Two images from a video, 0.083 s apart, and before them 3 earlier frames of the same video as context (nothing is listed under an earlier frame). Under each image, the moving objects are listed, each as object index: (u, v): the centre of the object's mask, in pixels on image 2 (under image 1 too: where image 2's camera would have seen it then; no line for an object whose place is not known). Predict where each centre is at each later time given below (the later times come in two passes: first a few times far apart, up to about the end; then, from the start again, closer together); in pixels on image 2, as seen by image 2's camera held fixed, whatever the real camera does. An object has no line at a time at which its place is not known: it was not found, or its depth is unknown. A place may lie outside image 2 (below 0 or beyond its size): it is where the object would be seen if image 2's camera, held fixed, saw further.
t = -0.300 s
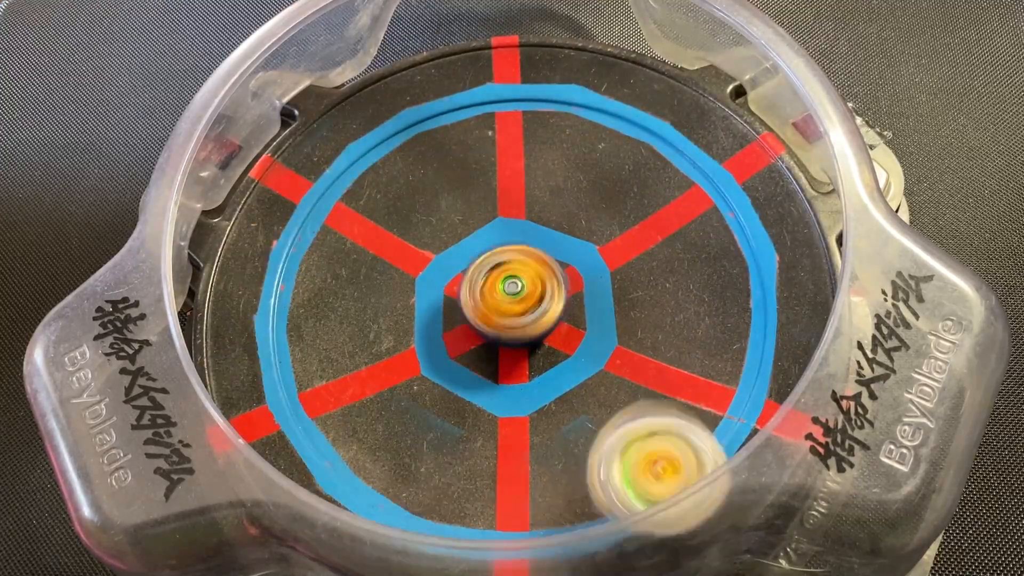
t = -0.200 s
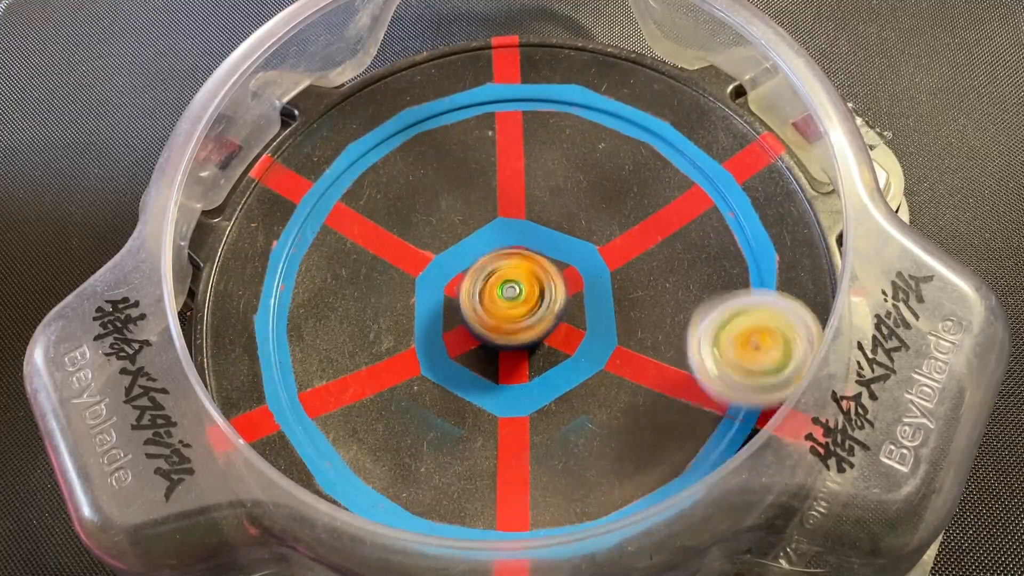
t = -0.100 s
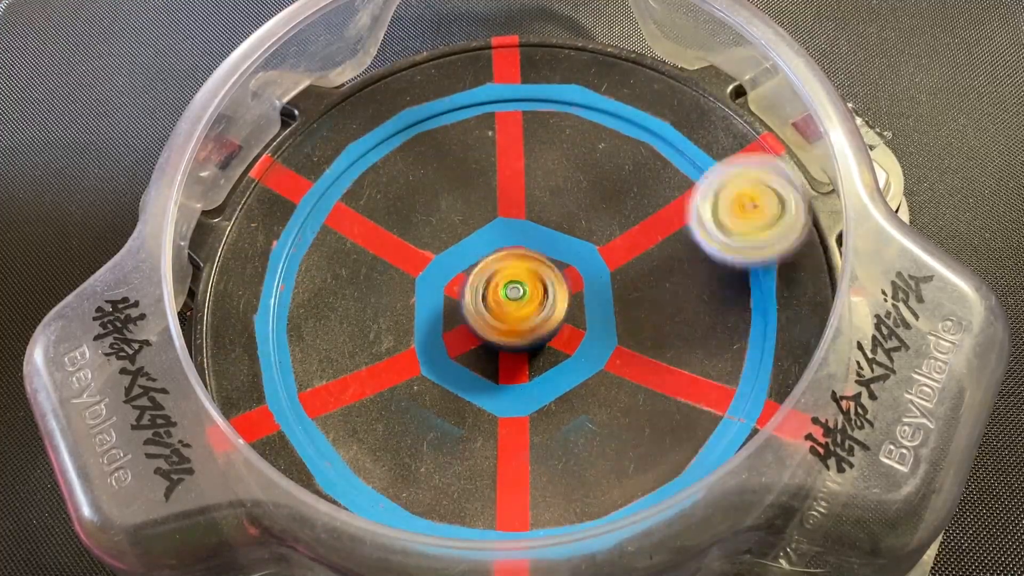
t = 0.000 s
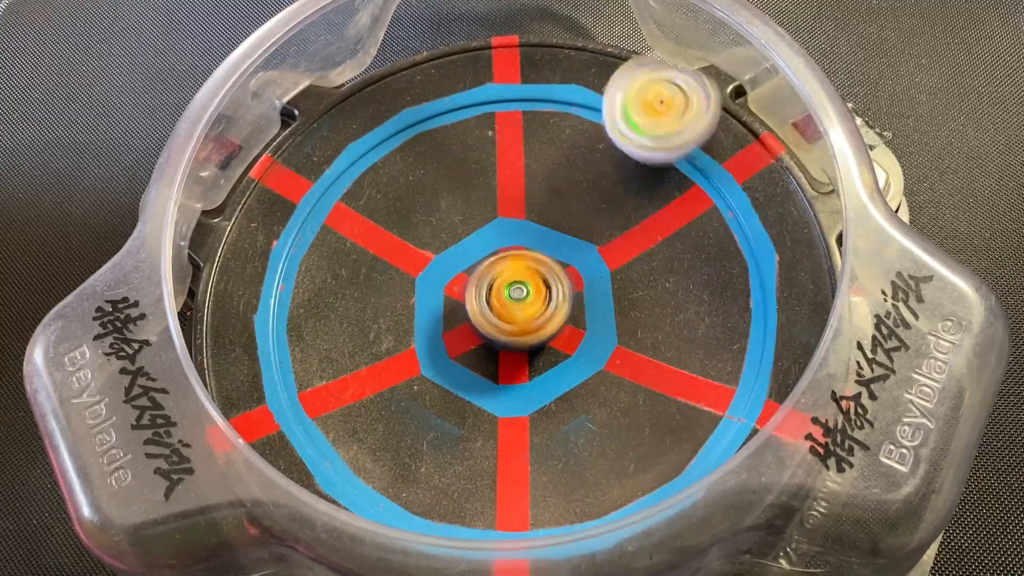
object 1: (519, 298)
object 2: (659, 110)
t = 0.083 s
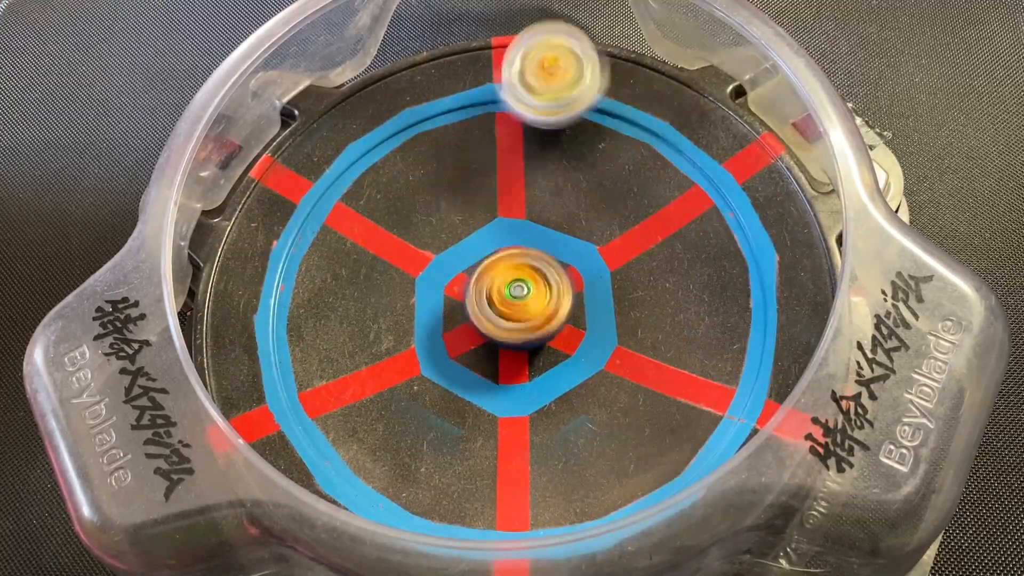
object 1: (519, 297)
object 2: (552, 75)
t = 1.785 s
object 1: (508, 295)
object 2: (705, 416)
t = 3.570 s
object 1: (509, 297)
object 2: (335, 415)
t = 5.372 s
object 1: (509, 296)
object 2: (422, 146)
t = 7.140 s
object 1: (508, 294)
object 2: (661, 298)
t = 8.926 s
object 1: (540, 320)
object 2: (356, 299)
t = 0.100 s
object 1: (518, 296)
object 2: (528, 72)
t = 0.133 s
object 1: (518, 295)
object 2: (481, 75)
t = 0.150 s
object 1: (517, 295)
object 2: (461, 80)
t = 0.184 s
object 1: (517, 294)
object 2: (417, 95)
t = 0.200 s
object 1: (517, 294)
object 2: (394, 105)
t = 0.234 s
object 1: (516, 293)
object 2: (356, 129)
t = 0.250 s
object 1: (516, 293)
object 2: (341, 142)
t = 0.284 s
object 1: (515, 293)
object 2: (313, 174)
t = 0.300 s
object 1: (513, 292)
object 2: (300, 194)
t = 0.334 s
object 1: (512, 292)
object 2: (282, 235)
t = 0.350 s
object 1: (511, 293)
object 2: (273, 253)
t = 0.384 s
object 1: (510, 293)
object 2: (268, 299)
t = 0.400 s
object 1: (510, 294)
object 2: (271, 320)
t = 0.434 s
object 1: (509, 295)
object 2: (279, 365)
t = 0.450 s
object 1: (510, 294)
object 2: (286, 389)
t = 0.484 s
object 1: (510, 295)
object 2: (313, 427)
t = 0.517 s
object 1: (509, 295)
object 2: (354, 458)
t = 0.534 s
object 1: (509, 294)
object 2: (372, 468)
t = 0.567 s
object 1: (510, 295)
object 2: (420, 488)
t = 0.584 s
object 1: (509, 295)
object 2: (447, 491)
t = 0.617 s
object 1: (509, 294)
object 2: (500, 496)
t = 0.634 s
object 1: (508, 295)
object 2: (530, 498)
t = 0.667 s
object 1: (508, 295)
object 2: (586, 500)
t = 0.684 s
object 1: (508, 295)
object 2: (611, 492)
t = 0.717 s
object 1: (507, 296)
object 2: (661, 469)
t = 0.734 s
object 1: (508, 295)
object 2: (680, 451)
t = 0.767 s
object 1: (508, 296)
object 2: (716, 414)
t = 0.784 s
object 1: (507, 296)
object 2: (732, 390)
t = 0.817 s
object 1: (509, 296)
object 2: (750, 348)
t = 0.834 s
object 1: (508, 297)
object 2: (761, 325)
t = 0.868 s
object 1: (509, 296)
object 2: (763, 278)
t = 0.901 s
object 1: (510, 296)
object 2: (755, 235)
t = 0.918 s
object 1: (509, 297)
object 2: (750, 212)
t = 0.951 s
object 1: (509, 296)
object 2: (727, 173)
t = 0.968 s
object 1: (509, 296)
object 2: (713, 156)
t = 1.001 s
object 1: (509, 296)
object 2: (682, 124)
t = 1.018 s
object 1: (510, 296)
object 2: (661, 112)
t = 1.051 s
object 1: (510, 296)
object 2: (622, 94)
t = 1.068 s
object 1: (510, 295)
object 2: (599, 86)
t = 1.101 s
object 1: (511, 295)
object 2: (556, 76)
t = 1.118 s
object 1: (510, 295)
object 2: (533, 72)
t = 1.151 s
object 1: (511, 294)
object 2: (487, 76)
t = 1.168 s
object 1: (509, 295)
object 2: (468, 79)
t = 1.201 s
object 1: (509, 295)
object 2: (423, 92)
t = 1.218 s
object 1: (510, 295)
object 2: (404, 100)
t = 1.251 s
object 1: (509, 295)
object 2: (366, 123)
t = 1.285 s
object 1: (510, 294)
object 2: (332, 151)
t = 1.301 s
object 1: (510, 295)
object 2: (319, 169)
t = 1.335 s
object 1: (509, 295)
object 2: (296, 203)
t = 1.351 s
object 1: (510, 294)
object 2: (284, 225)
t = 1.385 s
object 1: (509, 294)
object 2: (276, 267)
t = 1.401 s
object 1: (509, 294)
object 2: (270, 289)
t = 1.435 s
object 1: (509, 294)
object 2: (274, 334)
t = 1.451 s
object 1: (508, 294)
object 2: (277, 353)
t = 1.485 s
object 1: (509, 294)
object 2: (295, 399)
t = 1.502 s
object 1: (508, 295)
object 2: (311, 415)
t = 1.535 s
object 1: (508, 295)
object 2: (344, 449)
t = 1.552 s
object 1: (509, 295)
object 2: (369, 461)
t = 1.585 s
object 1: (508, 295)
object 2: (411, 481)
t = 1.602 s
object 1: (509, 294)
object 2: (438, 488)
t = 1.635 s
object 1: (508, 294)
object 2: (488, 494)
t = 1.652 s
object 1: (509, 294)
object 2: (517, 495)
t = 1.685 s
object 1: (508, 295)
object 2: (573, 498)
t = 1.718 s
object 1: (507, 295)
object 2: (614, 471)
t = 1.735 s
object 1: (508, 295)
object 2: (641, 458)
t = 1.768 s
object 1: (508, 296)
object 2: (684, 438)
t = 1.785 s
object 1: (508, 295)
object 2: (705, 416)
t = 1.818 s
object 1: (509, 296)
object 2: (730, 376)
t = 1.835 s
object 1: (508, 295)
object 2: (745, 352)
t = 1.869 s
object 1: (509, 295)
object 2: (755, 310)
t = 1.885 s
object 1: (508, 295)
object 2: (761, 285)
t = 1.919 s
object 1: (508, 294)
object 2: (755, 242)
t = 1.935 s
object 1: (508, 295)
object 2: (751, 219)
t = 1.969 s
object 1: (507, 295)
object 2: (731, 180)
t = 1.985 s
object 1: (508, 295)
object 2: (721, 161)
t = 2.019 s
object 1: (507, 295)
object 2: (687, 132)
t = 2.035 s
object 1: (508, 295)
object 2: (672, 119)
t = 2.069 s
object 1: (508, 296)
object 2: (632, 99)
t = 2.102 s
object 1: (508, 296)
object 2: (592, 84)
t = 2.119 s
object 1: (509, 296)
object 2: (569, 79)
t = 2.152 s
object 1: (510, 297)
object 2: (527, 73)
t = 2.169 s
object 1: (510, 296)
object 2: (504, 73)
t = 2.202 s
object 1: (510, 296)
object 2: (461, 81)
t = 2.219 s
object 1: (509, 296)
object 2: (440, 86)
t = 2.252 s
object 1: (510, 296)
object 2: (402, 102)
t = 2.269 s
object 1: (509, 296)
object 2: (382, 113)
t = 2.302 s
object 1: (509, 296)
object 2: (349, 137)
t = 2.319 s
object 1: (509, 296)
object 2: (332, 151)
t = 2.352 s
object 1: (509, 296)
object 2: (308, 183)
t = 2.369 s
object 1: (510, 297)
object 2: (296, 202)
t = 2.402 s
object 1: (510, 295)
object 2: (282, 242)
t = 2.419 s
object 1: (510, 295)
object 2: (277, 262)
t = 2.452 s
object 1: (509, 295)
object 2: (276, 304)
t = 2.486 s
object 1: (509, 294)
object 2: (283, 344)
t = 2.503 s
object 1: (510, 295)
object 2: (292, 368)
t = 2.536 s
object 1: (509, 295)
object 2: (314, 406)
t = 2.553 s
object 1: (510, 295)
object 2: (330, 426)
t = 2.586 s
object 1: (509, 295)
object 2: (367, 454)
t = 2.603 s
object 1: (509, 295)
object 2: (391, 466)
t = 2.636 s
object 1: (510, 295)
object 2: (435, 482)
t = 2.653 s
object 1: (509, 295)
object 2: (462, 486)
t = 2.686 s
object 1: (510, 295)
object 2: (511, 491)
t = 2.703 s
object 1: (509, 295)
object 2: (541, 486)
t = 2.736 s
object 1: (509, 294)
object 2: (589, 478)
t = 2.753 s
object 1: (508, 295)
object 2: (613, 466)
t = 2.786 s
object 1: (509, 294)
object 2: (660, 445)
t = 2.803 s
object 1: (508, 295)
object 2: (677, 429)
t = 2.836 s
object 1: (508, 295)
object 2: (715, 393)
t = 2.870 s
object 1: (509, 295)
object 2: (734, 355)
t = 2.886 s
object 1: (509, 295)
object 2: (744, 331)
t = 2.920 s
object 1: (509, 295)
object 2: (749, 290)
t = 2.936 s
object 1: (508, 295)
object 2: (749, 266)
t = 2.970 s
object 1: (508, 295)
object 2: (742, 226)
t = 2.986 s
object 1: (508, 295)
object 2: (733, 207)
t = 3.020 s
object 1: (508, 295)
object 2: (713, 170)
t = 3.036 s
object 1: (509, 296)
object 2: (698, 154)
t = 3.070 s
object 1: (508, 295)
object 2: (668, 125)
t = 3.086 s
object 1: (508, 295)
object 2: (649, 115)
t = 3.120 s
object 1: (508, 296)
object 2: (610, 98)
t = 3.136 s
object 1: (508, 295)
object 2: (591, 91)
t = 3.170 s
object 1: (508, 296)
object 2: (550, 85)
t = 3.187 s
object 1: (508, 296)
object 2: (528, 84)
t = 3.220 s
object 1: (509, 296)
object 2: (485, 87)
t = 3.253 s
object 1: (508, 296)
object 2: (445, 97)
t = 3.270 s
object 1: (509, 296)
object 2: (424, 105)
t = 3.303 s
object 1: (509, 296)
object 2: (385, 123)
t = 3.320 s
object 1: (509, 296)
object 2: (369, 135)
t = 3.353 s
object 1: (509, 296)
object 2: (336, 164)
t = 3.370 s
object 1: (510, 296)
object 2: (324, 179)
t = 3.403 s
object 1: (510, 296)
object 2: (303, 217)
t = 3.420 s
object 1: (509, 296)
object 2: (295, 235)
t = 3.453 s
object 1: (510, 295)
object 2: (289, 278)
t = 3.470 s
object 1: (509, 295)
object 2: (287, 297)
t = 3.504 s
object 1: (509, 296)
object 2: (294, 338)
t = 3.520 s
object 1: (508, 296)
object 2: (301, 359)
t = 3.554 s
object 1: (510, 296)
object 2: (320, 397)
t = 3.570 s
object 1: (509, 297)
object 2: (335, 415)
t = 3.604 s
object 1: (509, 296)
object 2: (366, 449)
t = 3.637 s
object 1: (510, 296)
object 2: (412, 469)
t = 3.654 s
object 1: (509, 296)
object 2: (435, 479)
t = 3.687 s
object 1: (510, 296)
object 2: (482, 484)
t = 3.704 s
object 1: (509, 296)
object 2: (510, 484)
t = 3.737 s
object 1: (509, 295)
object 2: (558, 481)
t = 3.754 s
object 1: (509, 295)
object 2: (581, 472)
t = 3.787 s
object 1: (509, 295)
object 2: (630, 454)
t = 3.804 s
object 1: (509, 295)
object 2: (650, 444)
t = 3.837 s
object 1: (508, 295)
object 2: (684, 408)
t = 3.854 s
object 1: (509, 296)
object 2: (701, 390)
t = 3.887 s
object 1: (508, 296)
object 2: (720, 352)
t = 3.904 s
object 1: (509, 296)
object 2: (726, 329)
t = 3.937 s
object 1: (508, 296)
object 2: (735, 288)
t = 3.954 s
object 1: (509, 296)
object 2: (732, 268)
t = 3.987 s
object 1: (508, 296)
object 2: (723, 229)
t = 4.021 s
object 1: (508, 296)
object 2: (708, 192)
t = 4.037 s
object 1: (509, 296)
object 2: (694, 176)
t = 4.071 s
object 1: (508, 296)
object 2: (668, 146)
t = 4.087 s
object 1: (509, 296)
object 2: (652, 134)
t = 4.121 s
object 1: (508, 296)
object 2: (617, 116)
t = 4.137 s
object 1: (509, 296)
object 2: (599, 109)
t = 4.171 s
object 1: (508, 296)
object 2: (562, 99)
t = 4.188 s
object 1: (509, 296)
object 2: (542, 98)
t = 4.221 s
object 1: (508, 297)
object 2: (502, 97)
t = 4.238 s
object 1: (510, 296)
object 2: (484, 100)
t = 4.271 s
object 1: (509, 296)
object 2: (445, 110)
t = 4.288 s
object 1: (509, 296)
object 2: (427, 115)
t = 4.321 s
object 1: (508, 297)
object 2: (394, 133)
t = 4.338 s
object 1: (509, 296)
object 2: (376, 145)
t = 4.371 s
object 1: (509, 296)
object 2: (346, 169)
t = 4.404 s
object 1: (509, 296)
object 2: (326, 202)
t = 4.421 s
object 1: (509, 296)
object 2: (315, 219)
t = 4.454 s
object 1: (508, 296)
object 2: (304, 253)
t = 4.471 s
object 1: (509, 295)
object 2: (302, 275)
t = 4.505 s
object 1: (509, 296)
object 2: (300, 313)
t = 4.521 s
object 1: (509, 296)
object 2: (305, 331)
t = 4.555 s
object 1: (509, 296)
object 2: (322, 368)
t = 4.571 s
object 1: (509, 296)
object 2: (333, 387)
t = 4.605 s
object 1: (510, 296)
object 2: (360, 418)
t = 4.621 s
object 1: (510, 296)
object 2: (378, 431)
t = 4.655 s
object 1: (509, 297)
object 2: (416, 456)
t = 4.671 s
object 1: (509, 297)
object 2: (433, 464)
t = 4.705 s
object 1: (510, 297)
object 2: (481, 471)
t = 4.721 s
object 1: (509, 297)
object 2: (507, 473)
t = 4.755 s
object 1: (511, 297)
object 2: (550, 472)
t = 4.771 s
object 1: (510, 297)
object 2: (572, 463)
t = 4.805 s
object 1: (510, 297)
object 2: (616, 445)
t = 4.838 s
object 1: (510, 297)
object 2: (651, 425)
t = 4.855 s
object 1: (510, 296)
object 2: (666, 410)
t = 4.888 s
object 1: (510, 297)
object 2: (692, 375)
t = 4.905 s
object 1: (510, 296)
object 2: (701, 358)
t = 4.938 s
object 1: (510, 296)
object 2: (716, 324)
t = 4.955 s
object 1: (509, 296)
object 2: (718, 308)
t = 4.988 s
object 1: (509, 296)
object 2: (719, 272)
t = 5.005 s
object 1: (509, 295)
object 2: (720, 253)
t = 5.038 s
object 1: (509, 296)
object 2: (709, 223)
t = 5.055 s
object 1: (508, 295)
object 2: (701, 207)
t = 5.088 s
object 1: (509, 295)
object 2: (683, 178)
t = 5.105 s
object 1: (509, 295)
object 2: (672, 166)
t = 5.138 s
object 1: (509, 296)
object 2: (646, 147)
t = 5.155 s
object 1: (508, 296)
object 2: (632, 139)
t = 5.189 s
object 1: (509, 297)
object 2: (601, 125)
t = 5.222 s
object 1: (509, 297)
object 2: (569, 118)
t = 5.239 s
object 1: (509, 296)
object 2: (553, 116)
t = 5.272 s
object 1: (509, 297)
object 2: (519, 117)
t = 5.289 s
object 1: (509, 296)
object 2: (502, 118)
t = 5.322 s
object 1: (509, 297)
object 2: (469, 127)
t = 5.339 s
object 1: (509, 296)
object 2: (452, 132)
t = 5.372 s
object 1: (509, 296)
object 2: (422, 146)
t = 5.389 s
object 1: (509, 296)
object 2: (409, 155)
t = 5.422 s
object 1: (509, 296)
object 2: (384, 177)
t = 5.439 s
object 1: (508, 296)
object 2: (372, 190)
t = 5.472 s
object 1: (509, 297)
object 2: (352, 216)
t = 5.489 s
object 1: (509, 296)
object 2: (346, 230)
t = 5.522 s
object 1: (509, 296)
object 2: (337, 263)
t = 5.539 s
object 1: (508, 296)
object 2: (332, 279)
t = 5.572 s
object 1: (509, 296)
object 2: (333, 309)
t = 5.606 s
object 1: (509, 296)
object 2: (342, 341)
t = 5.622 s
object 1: (509, 296)
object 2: (347, 358)
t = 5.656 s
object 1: (509, 296)
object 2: (362, 387)
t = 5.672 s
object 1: (509, 296)
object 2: (376, 399)
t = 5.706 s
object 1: (509, 297)
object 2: (405, 422)
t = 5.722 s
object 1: (510, 296)
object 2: (421, 432)
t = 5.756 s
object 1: (509, 296)
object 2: (453, 446)
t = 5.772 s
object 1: (510, 296)
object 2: (469, 450)
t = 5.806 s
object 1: (509, 297)
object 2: (509, 450)
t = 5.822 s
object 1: (509, 296)
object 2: (530, 450)
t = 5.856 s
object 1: (510, 297)
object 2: (567, 444)
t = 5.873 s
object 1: (510, 296)
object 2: (583, 436)
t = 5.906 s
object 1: (510, 296)
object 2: (613, 416)
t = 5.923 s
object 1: (509, 296)
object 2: (626, 404)
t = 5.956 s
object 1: (509, 296)
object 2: (653, 378)
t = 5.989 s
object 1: (509, 296)
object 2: (670, 350)
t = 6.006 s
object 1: (510, 296)
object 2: (674, 337)
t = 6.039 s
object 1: (509, 296)
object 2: (680, 304)
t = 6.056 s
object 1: (509, 296)
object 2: (683, 289)
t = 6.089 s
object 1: (508, 296)
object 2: (681, 259)
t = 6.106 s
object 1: (509, 296)
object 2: (676, 244)
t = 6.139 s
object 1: (509, 296)
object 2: (663, 218)
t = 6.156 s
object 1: (509, 296)
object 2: (655, 207)
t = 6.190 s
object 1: (509, 296)
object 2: (636, 186)
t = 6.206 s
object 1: (509, 296)
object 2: (627, 176)
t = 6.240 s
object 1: (508, 296)
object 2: (604, 162)
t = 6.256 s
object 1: (509, 295)
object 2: (591, 155)
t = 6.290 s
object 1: (508, 296)
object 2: (565, 146)
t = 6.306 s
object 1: (508, 296)
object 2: (552, 144)
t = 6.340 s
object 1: (508, 297)
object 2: (524, 140)
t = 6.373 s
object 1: (508, 296)
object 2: (497, 141)
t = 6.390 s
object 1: (508, 297)
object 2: (483, 144)
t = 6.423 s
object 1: (509, 296)
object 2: (456, 151)
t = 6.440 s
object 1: (508, 296)
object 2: (444, 157)
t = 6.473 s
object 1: (508, 295)
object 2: (422, 170)
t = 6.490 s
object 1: (508, 296)
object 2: (410, 179)
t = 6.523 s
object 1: (508, 295)
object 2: (390, 198)
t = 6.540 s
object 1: (508, 295)
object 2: (381, 208)
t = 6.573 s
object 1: (509, 295)
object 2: (368, 231)
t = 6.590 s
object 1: (508, 295)
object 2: (365, 243)
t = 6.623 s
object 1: (508, 294)
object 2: (360, 269)
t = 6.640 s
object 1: (508, 295)
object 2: (357, 284)
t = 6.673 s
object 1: (508, 294)
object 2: (358, 310)
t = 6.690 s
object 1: (508, 295)
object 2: (363, 322)
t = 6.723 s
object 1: (509, 294)
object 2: (375, 347)
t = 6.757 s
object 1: (509, 294)
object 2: (394, 370)
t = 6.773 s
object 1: (509, 295)
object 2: (405, 381)
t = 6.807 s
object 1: (509, 295)
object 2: (428, 399)
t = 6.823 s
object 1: (509, 295)
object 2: (440, 406)
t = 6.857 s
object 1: (510, 295)
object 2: (469, 414)
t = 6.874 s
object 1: (509, 294)
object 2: (487, 417)
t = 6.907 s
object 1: (510, 295)
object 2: (520, 418)
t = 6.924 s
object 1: (509, 295)
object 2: (536, 416)
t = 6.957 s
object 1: (509, 295)
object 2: (566, 411)
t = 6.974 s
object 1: (509, 294)
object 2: (579, 406)
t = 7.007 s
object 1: (510, 295)
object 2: (603, 390)
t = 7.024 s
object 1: (509, 294)
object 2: (615, 379)
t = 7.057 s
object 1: (509, 295)
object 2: (635, 357)
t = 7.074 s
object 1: (509, 294)
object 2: (642, 345)
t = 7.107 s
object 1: (509, 295)
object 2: (655, 321)
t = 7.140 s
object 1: (508, 294)
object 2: (661, 298)
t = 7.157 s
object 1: (509, 295)
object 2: (661, 287)
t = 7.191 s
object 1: (508, 295)
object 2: (657, 262)
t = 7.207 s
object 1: (509, 295)
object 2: (655, 250)
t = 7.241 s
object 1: (508, 294)
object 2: (645, 228)
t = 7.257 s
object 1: (509, 295)
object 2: (638, 218)
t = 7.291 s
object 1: (508, 295)
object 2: (623, 200)
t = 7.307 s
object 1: (509, 295)
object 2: (615, 193)
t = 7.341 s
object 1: (508, 295)
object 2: (594, 182)
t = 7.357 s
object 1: (509, 295)
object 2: (582, 176)
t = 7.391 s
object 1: (508, 295)
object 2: (560, 169)
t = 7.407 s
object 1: (509, 295)
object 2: (548, 167)
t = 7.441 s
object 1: (508, 295)
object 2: (523, 166)
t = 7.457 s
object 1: (509, 295)
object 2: (512, 167)
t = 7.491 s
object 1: (508, 295)
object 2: (488, 170)
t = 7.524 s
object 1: (509, 295)
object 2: (463, 178)
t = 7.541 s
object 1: (508, 295)
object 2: (451, 183)
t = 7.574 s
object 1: (509, 295)
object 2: (431, 196)
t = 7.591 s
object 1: (508, 295)
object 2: (422, 203)
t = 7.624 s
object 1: (509, 295)
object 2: (406, 220)
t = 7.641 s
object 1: (508, 295)
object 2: (400, 230)
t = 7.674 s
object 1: (509, 295)
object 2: (390, 250)
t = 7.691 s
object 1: (509, 295)
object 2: (385, 262)
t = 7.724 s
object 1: (509, 295)
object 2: (380, 285)
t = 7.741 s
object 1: (509, 295)
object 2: (381, 296)
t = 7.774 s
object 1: (510, 295)
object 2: (383, 317)
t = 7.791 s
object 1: (509, 295)
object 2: (385, 327)
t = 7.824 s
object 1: (510, 295)
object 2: (396, 347)
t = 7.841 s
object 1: (509, 295)
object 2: (403, 357)
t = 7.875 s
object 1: (509, 295)
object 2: (420, 374)
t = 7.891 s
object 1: (509, 294)
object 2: (430, 381)
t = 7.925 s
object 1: (509, 294)
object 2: (450, 394)
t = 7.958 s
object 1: (509, 295)
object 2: (473, 402)
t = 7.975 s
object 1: (509, 294)
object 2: (484, 405)
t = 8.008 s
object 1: (508, 294)
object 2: (508, 405)
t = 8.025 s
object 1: (509, 294)
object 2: (522, 403)
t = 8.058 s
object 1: (509, 293)
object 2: (547, 396)
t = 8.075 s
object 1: (509, 294)
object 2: (557, 391)
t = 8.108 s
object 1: (509, 293)
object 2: (579, 378)
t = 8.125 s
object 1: (509, 294)
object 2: (590, 371)
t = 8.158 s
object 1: (509, 294)
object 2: (606, 355)
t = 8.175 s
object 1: (509, 294)
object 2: (611, 344)
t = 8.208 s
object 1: (509, 294)
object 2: (621, 326)
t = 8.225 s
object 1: (509, 294)
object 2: (624, 317)
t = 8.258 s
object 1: (509, 294)
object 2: (626, 297)
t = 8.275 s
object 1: (508, 294)
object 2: (627, 286)
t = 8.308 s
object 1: (508, 294)
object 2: (623, 265)
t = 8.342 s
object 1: (508, 295)
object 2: (616, 246)
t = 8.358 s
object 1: (508, 294)
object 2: (610, 237)
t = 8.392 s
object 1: (509, 295)
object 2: (598, 220)
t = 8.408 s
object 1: (509, 295)
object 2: (592, 212)
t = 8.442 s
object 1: (509, 295)
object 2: (577, 200)
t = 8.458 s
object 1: (509, 295)
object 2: (567, 195)
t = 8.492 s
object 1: (509, 295)
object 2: (548, 187)
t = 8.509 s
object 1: (509, 295)
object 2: (538, 185)
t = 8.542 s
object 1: (508, 296)
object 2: (517, 183)
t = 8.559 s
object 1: (509, 295)
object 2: (506, 183)
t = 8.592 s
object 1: (508, 295)
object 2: (485, 185)
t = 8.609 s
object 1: (509, 295)
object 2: (476, 188)
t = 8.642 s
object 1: (508, 296)
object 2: (457, 196)
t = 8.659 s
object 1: (509, 295)
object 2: (448, 200)
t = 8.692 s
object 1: (508, 296)
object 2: (433, 211)
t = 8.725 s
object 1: (509, 295)
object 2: (421, 225)
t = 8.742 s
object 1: (509, 296)
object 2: (415, 233)
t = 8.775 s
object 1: (510, 295)
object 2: (407, 250)
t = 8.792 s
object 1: (511, 297)
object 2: (403, 256)
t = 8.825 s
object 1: (521, 306)
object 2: (386, 265)
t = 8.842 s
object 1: (526, 311)
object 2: (378, 270)
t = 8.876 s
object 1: (533, 316)
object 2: (366, 282)
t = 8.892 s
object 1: (536, 318)
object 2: (361, 287)
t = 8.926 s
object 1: (540, 320)
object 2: (356, 299)
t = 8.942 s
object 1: (542, 321)
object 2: (355, 306)
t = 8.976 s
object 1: (543, 320)
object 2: (355, 315)
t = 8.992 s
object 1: (544, 320)
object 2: (357, 319)
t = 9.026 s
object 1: (543, 319)
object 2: (363, 325)
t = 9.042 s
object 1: (543, 318)
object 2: (367, 328)
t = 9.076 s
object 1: (541, 316)
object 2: (376, 332)
